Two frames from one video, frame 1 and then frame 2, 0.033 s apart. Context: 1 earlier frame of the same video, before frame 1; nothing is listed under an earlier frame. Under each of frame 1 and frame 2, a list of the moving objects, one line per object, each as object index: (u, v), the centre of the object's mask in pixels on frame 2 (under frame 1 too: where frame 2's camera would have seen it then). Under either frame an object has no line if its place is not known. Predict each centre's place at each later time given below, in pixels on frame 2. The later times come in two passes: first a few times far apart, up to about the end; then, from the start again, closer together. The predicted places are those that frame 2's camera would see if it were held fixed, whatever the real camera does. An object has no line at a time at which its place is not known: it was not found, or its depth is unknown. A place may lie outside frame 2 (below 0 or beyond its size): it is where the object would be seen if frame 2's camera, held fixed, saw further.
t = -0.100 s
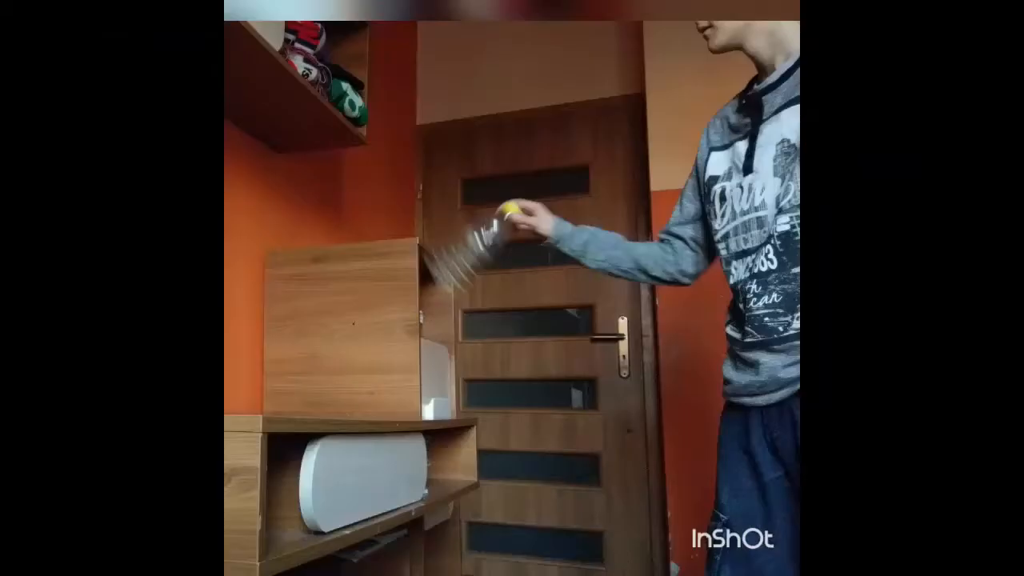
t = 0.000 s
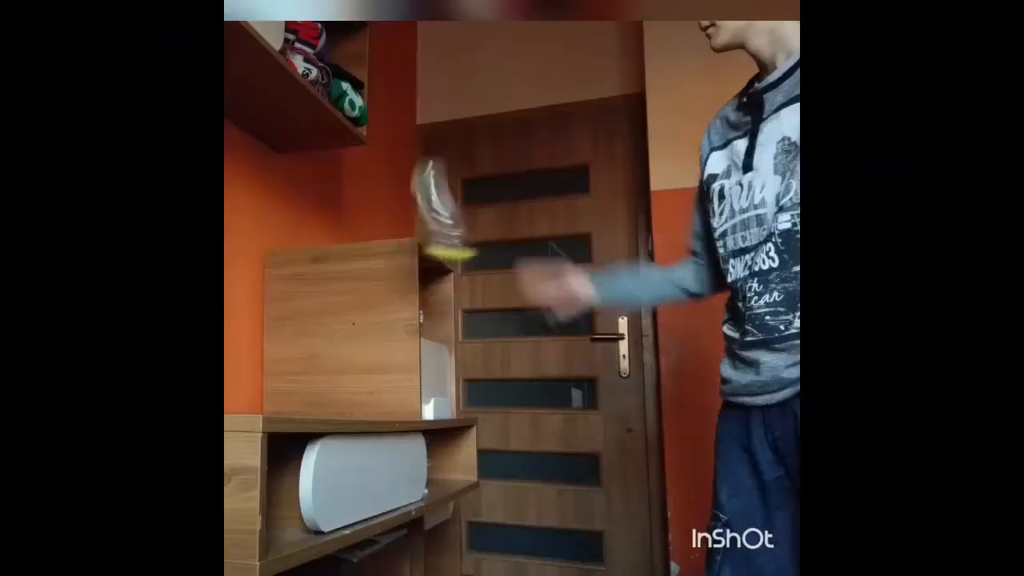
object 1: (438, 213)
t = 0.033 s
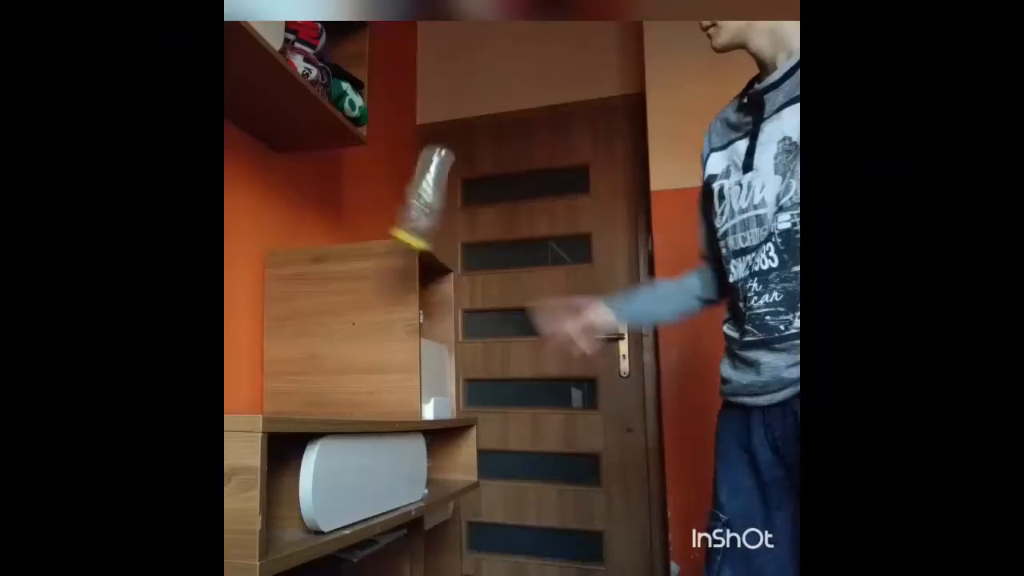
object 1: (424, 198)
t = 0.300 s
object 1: (375, 284)
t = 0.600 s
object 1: (342, 367)
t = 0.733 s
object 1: (317, 379)
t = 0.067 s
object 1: (415, 187)
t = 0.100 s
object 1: (409, 183)
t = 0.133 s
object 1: (405, 185)
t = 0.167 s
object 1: (401, 194)
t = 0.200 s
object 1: (396, 209)
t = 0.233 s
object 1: (389, 227)
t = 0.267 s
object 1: (381, 252)
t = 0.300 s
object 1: (375, 284)
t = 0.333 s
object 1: (371, 321)
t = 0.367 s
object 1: (367, 361)
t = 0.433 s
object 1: (364, 365)
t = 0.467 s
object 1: (360, 366)
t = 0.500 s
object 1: (355, 367)
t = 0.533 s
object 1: (350, 367)
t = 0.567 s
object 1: (346, 367)
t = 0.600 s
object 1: (342, 367)
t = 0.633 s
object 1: (338, 368)
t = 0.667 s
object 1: (333, 370)
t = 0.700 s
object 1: (326, 373)
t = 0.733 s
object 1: (317, 379)
